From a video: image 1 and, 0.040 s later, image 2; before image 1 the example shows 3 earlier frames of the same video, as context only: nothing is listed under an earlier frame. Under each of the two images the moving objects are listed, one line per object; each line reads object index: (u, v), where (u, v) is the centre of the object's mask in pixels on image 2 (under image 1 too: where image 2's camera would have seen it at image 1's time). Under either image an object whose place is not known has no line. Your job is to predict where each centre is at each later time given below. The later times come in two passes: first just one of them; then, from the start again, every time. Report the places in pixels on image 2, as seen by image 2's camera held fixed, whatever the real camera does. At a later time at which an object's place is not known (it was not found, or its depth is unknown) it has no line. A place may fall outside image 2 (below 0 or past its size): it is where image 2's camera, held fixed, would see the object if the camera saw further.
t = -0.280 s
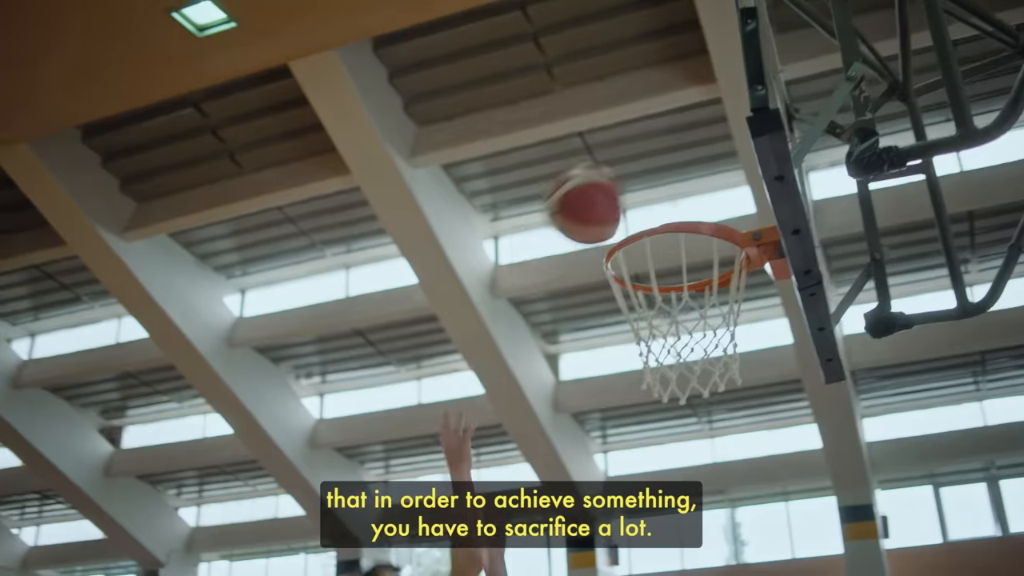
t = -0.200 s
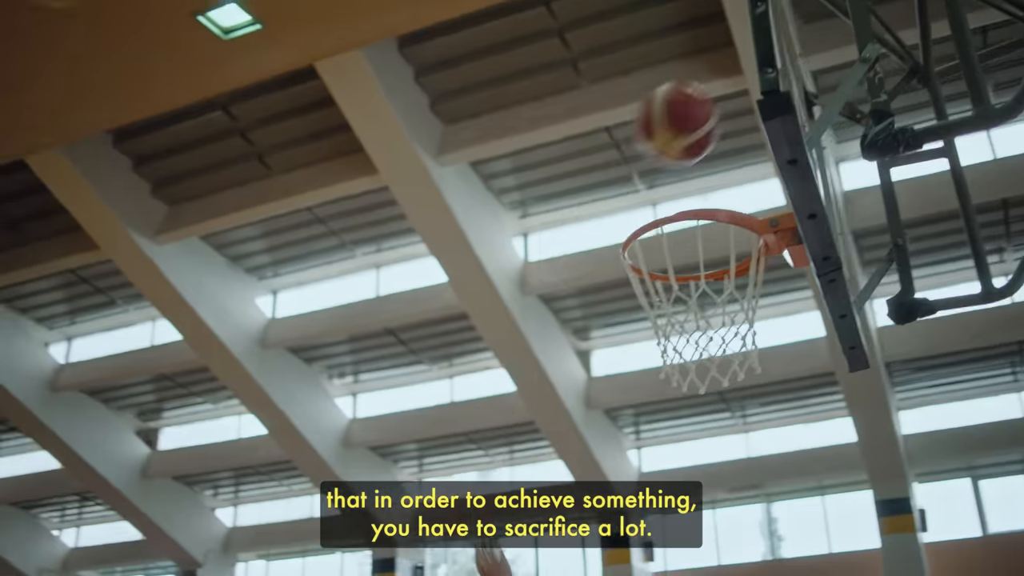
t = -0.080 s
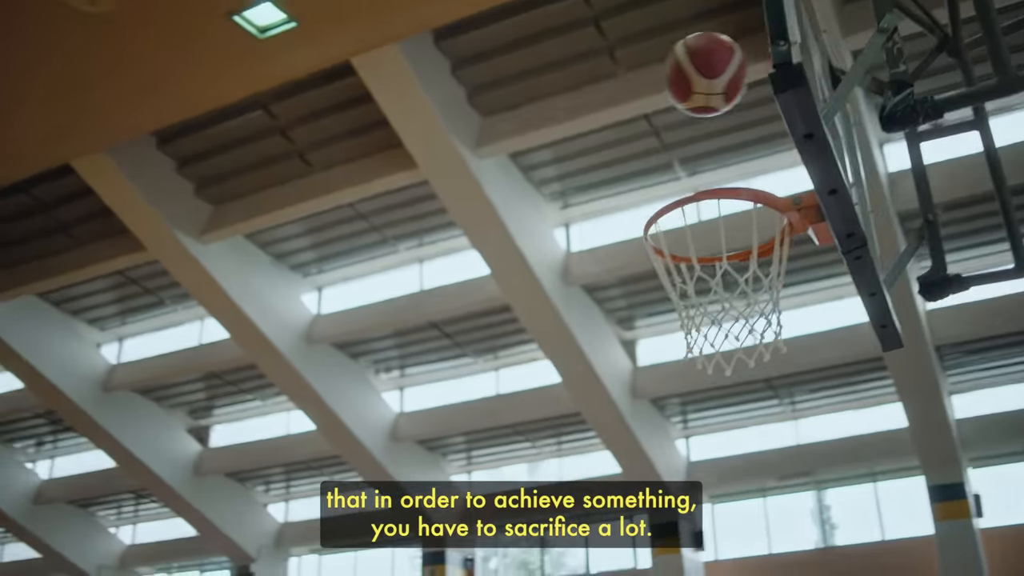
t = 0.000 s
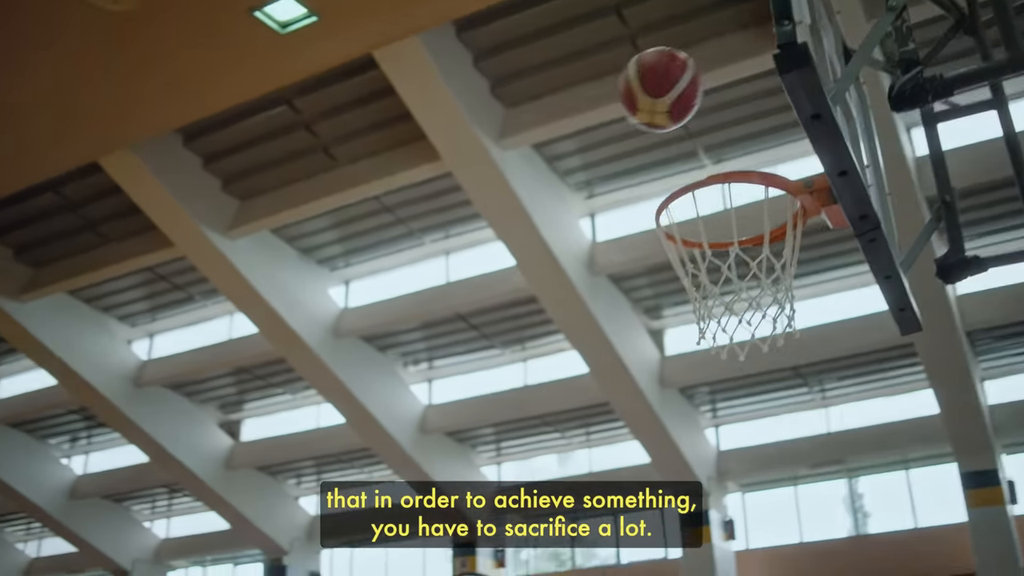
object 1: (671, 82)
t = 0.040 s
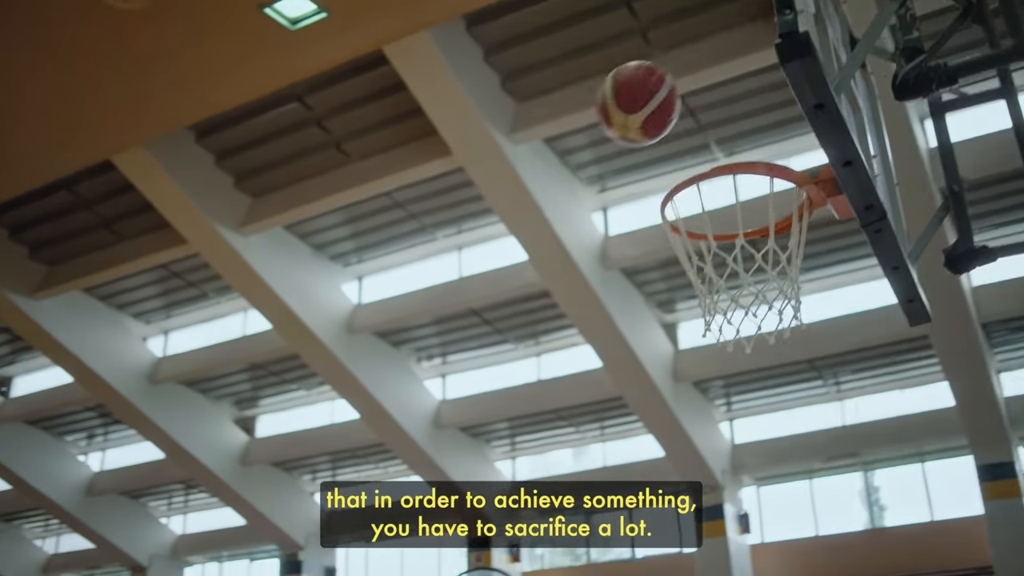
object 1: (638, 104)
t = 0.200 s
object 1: (511, 232)
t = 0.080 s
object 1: (607, 128)
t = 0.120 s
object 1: (574, 158)
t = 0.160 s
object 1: (542, 192)
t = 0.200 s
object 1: (511, 232)
